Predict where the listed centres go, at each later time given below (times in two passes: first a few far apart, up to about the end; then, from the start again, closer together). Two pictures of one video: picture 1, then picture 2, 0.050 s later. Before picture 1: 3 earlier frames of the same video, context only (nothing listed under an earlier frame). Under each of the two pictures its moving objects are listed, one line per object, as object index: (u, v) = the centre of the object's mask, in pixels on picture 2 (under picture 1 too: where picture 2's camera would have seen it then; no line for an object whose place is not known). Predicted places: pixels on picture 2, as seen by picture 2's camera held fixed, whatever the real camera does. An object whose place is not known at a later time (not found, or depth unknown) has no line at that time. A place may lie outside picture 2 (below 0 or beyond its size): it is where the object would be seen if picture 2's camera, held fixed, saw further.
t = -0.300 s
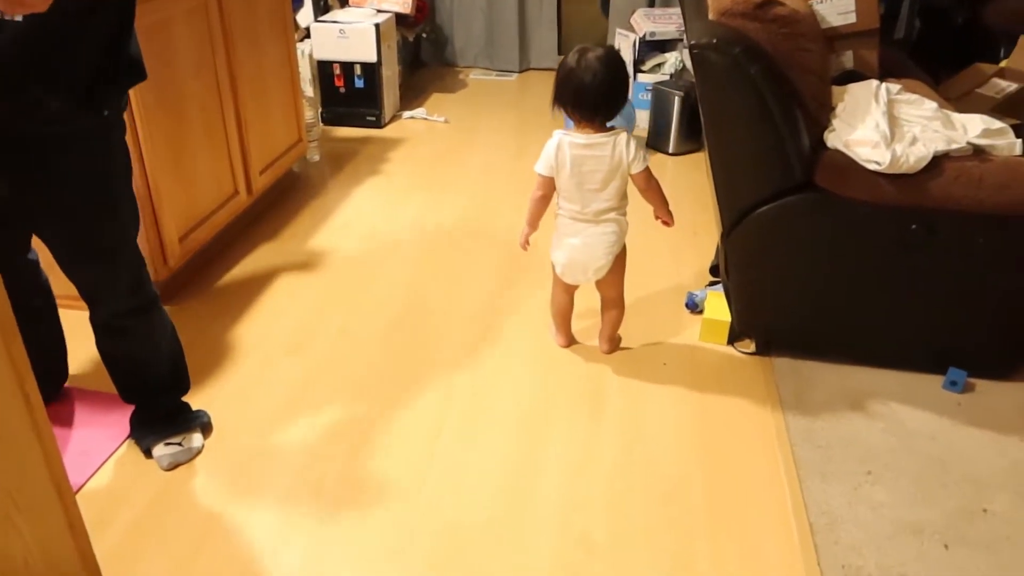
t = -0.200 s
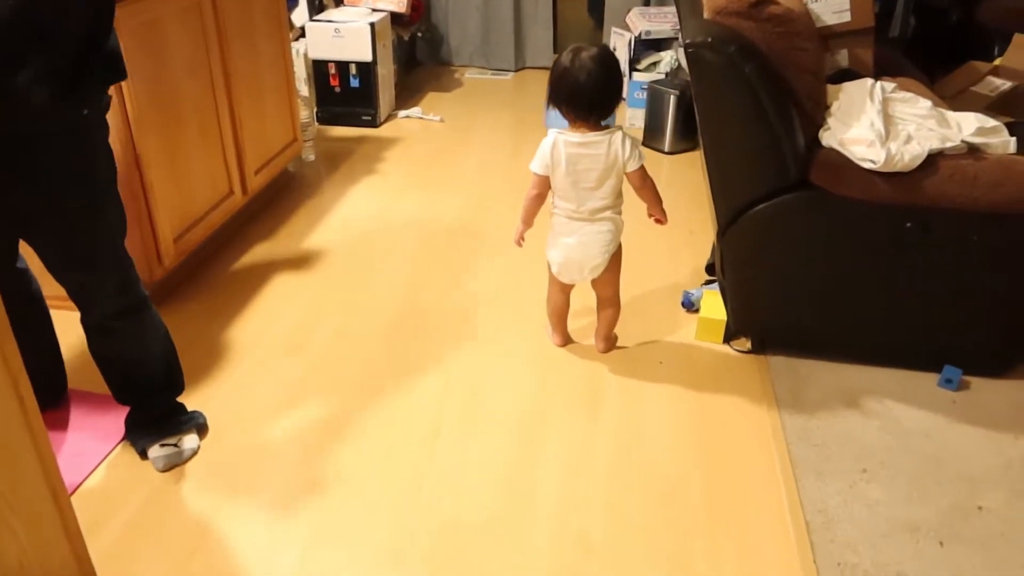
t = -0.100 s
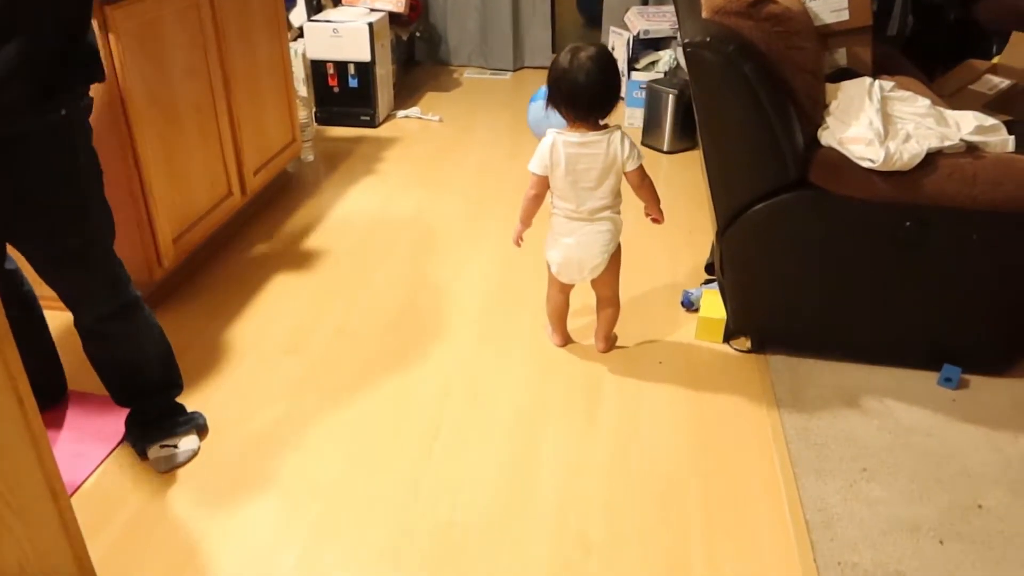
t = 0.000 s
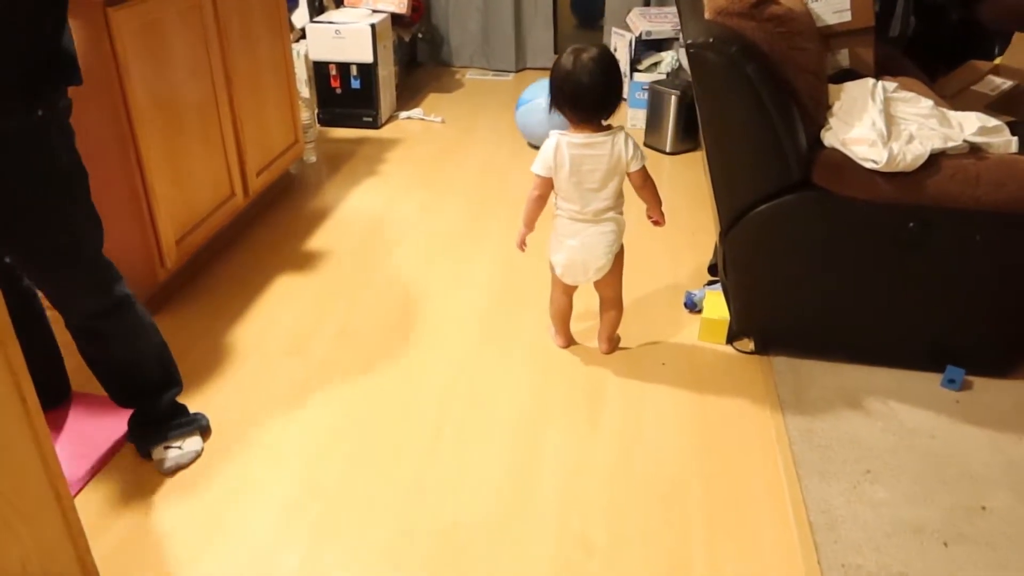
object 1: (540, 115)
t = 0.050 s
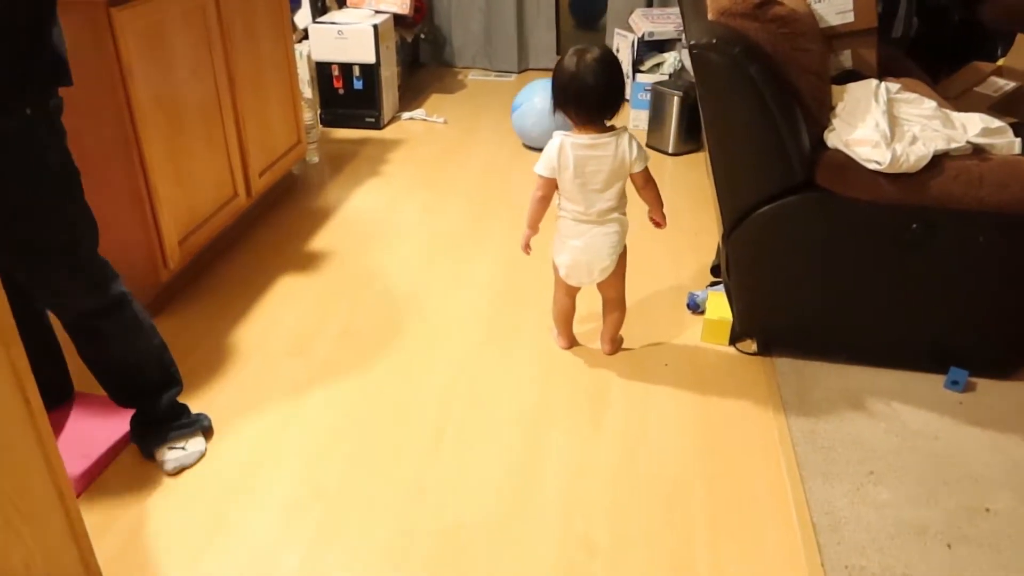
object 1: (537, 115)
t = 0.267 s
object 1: (516, 112)
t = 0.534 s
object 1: (486, 111)
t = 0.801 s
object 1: (458, 111)
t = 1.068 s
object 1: (433, 110)
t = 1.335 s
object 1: (410, 111)
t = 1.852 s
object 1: (359, 117)
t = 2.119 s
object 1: (361, 116)
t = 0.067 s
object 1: (536, 115)
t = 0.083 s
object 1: (534, 115)
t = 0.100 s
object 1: (533, 115)
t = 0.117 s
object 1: (532, 114)
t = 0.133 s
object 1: (530, 114)
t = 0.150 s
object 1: (529, 113)
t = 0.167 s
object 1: (527, 113)
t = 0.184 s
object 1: (526, 113)
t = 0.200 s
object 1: (524, 113)
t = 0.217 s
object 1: (522, 113)
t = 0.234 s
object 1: (520, 112)
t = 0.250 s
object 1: (519, 112)
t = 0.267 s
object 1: (516, 112)
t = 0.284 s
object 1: (515, 111)
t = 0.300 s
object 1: (513, 111)
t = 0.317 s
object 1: (510, 111)
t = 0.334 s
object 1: (509, 111)
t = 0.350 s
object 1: (507, 111)
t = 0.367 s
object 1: (505, 111)
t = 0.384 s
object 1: (503, 111)
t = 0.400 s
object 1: (501, 111)
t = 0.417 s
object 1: (499, 111)
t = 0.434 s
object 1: (497, 111)
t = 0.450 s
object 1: (495, 111)
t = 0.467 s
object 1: (493, 111)
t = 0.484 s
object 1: (492, 111)
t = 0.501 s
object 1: (490, 111)
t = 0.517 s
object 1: (488, 111)
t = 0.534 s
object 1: (486, 111)
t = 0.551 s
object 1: (484, 111)
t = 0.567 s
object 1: (482, 111)
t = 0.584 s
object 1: (481, 111)
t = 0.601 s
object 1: (479, 111)
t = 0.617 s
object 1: (477, 111)
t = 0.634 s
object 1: (475, 111)
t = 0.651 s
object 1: (473, 112)
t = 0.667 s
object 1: (472, 111)
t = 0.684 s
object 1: (470, 111)
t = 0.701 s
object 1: (468, 111)
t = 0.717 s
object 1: (466, 111)
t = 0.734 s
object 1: (464, 111)
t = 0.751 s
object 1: (463, 111)
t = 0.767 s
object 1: (461, 111)
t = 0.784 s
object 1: (460, 111)
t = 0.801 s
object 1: (458, 111)
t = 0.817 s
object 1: (456, 111)
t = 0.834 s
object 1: (454, 111)
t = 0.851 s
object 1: (453, 111)
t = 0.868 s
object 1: (451, 111)
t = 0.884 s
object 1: (450, 111)
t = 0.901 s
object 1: (448, 111)
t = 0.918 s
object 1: (446, 111)
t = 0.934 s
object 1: (445, 110)
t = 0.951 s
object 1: (443, 110)
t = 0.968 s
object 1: (442, 110)
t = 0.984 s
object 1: (440, 110)
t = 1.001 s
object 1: (439, 110)
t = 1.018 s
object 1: (437, 110)
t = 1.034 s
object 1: (436, 110)
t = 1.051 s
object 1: (434, 110)
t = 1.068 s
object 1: (433, 110)
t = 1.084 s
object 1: (432, 110)
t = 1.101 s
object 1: (430, 110)
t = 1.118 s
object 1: (429, 110)
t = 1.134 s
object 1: (427, 110)
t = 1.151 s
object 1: (426, 110)
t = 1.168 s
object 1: (424, 110)
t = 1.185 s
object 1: (423, 110)
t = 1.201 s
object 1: (422, 110)
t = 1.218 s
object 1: (420, 110)
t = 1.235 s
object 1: (419, 110)
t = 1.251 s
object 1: (417, 110)
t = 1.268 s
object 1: (416, 110)
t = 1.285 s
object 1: (415, 110)
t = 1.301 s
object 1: (413, 111)
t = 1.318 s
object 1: (412, 110)
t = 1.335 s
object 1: (410, 111)
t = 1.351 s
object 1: (409, 111)
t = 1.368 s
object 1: (407, 111)
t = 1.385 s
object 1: (406, 111)
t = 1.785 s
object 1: (366, 116)
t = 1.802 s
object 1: (364, 116)
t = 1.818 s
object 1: (362, 116)
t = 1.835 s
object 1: (361, 117)
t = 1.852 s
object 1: (359, 117)
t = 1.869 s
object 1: (357, 117)
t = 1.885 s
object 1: (356, 118)
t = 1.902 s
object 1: (354, 118)
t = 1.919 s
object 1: (353, 118)
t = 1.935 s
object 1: (352, 118)
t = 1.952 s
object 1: (351, 117)
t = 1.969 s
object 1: (351, 117)
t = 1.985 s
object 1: (352, 117)
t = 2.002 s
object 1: (353, 117)
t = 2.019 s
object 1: (354, 117)
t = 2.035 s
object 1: (356, 117)
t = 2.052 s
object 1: (357, 118)
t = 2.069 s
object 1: (358, 118)
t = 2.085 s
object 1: (359, 118)
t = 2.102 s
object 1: (360, 117)
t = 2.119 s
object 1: (361, 116)
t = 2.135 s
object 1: (362, 116)
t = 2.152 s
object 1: (364, 115)
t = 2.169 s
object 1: (365, 116)
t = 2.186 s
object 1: (366, 116)
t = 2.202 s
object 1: (367, 116)
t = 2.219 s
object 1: (369, 116)
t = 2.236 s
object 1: (370, 116)
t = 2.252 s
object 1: (371, 115)
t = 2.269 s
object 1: (372, 115)
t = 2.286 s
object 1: (373, 115)
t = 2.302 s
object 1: (374, 115)
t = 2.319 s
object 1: (375, 115)
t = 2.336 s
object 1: (376, 115)
